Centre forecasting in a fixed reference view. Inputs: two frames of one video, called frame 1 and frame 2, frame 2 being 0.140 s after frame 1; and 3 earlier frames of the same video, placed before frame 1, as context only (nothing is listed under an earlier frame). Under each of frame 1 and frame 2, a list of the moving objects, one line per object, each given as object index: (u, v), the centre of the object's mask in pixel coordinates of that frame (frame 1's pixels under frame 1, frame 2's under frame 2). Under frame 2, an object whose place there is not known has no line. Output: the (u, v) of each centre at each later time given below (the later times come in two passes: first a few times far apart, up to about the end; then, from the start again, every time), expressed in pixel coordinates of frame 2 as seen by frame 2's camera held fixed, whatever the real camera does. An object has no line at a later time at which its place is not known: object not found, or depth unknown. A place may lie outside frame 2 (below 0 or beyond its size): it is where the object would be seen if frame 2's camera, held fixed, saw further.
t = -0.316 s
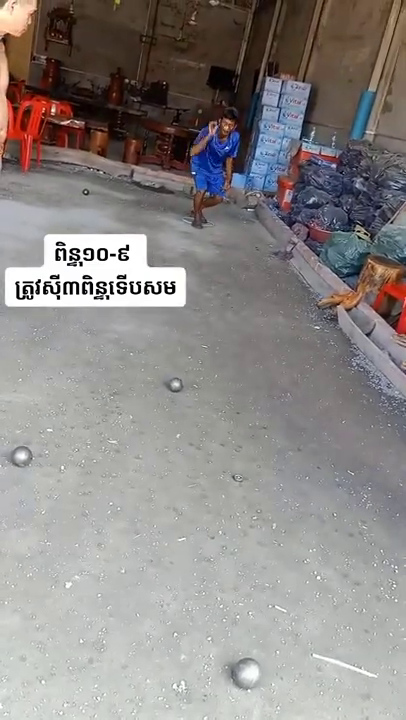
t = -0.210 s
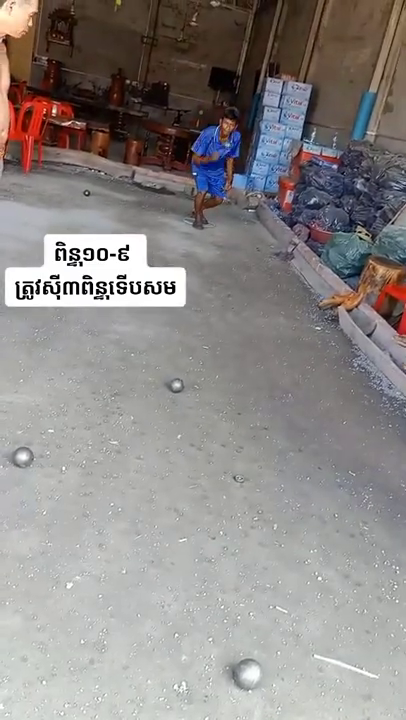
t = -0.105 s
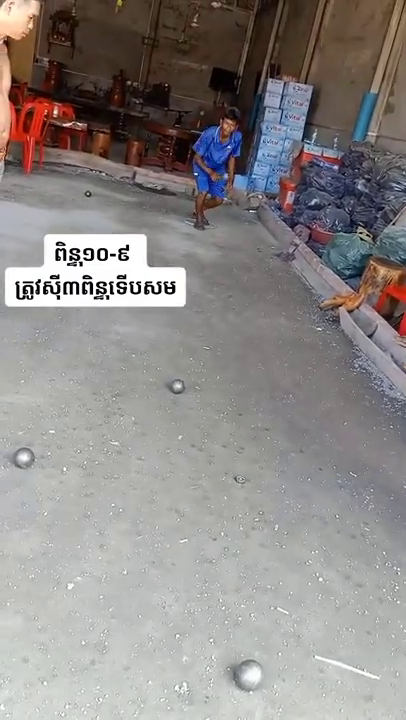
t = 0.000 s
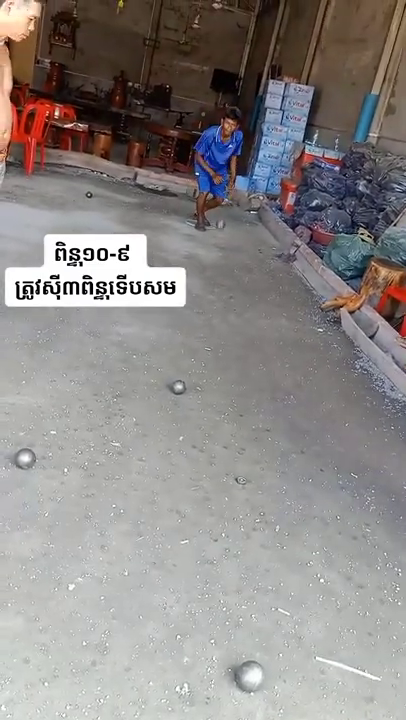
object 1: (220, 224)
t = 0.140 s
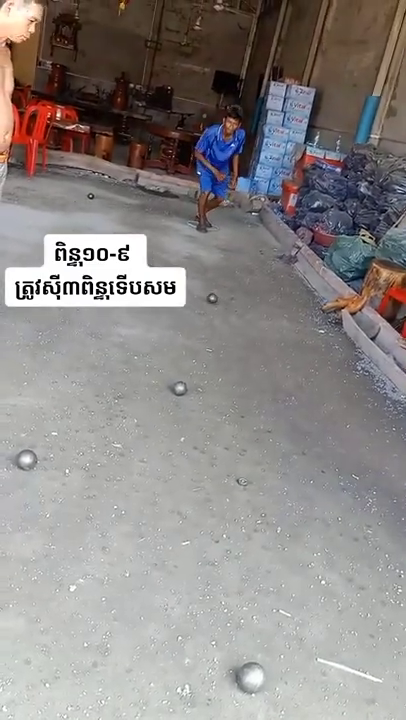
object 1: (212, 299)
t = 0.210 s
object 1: (216, 303)
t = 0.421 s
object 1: (223, 320)
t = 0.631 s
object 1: (230, 335)
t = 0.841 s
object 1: (236, 349)
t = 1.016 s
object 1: (241, 362)
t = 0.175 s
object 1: (215, 300)
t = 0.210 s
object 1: (216, 303)
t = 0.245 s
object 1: (217, 307)
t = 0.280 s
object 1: (218, 311)
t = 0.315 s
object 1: (219, 313)
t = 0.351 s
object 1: (220, 316)
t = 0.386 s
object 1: (221, 318)
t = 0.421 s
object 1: (223, 320)
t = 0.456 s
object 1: (224, 323)
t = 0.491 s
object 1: (225, 324)
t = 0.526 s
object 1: (227, 326)
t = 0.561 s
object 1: (228, 330)
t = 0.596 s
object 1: (229, 332)
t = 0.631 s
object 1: (230, 335)
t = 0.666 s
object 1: (231, 337)
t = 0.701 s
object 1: (232, 339)
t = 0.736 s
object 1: (233, 342)
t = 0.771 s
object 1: (234, 344)
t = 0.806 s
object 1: (235, 346)
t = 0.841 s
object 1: (236, 349)
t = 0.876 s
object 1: (237, 352)
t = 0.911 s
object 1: (238, 354)
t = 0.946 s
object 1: (239, 356)
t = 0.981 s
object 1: (240, 359)
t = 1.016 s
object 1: (241, 362)
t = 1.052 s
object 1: (242, 364)
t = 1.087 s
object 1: (244, 367)
